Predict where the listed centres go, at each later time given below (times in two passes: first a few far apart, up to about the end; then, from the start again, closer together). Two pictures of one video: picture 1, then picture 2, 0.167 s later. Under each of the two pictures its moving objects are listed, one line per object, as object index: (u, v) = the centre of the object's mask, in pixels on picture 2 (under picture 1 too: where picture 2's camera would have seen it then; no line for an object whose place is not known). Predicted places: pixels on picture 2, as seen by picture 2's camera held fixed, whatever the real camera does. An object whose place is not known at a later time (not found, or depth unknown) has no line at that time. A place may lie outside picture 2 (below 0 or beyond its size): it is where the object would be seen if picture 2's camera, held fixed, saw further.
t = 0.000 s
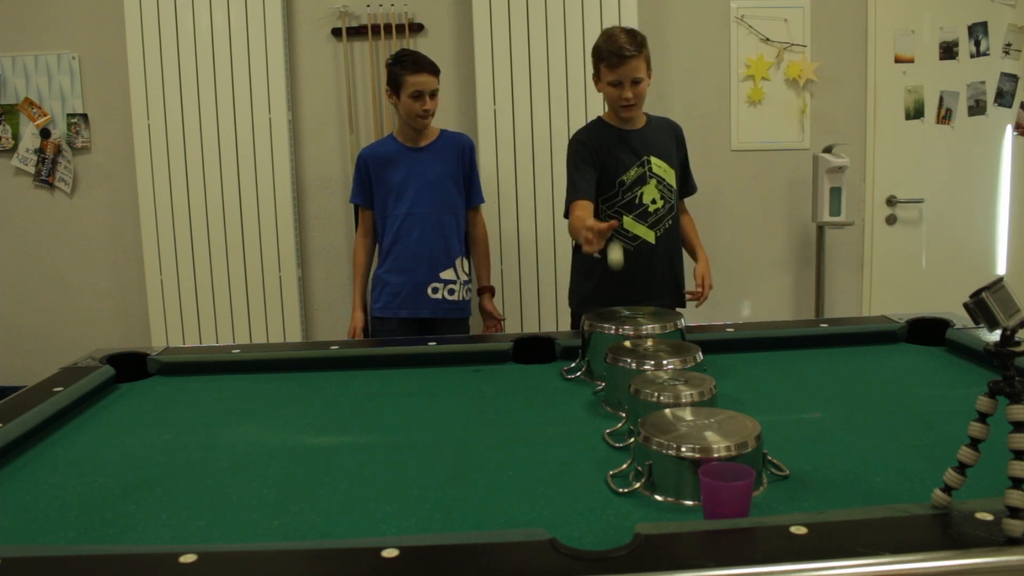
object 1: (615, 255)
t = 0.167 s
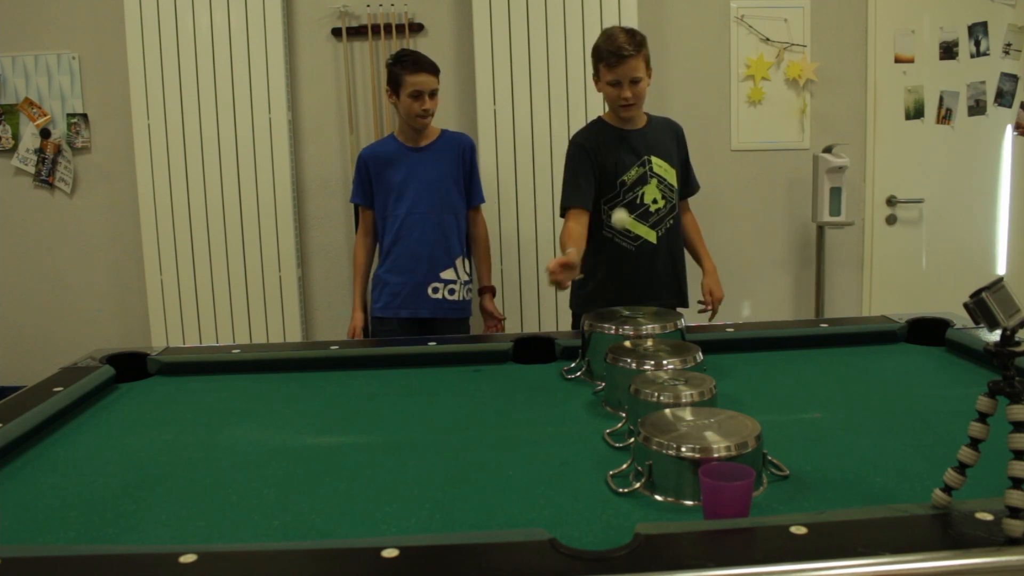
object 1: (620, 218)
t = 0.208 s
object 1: (621, 200)
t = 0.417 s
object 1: (626, 213)
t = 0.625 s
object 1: (633, 264)
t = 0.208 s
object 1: (621, 200)
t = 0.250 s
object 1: (621, 188)
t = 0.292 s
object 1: (622, 184)
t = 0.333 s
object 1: (623, 187)
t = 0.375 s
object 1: (624, 197)
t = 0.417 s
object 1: (626, 213)
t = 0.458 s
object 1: (627, 244)
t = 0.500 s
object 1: (629, 278)
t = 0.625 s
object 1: (633, 264)
